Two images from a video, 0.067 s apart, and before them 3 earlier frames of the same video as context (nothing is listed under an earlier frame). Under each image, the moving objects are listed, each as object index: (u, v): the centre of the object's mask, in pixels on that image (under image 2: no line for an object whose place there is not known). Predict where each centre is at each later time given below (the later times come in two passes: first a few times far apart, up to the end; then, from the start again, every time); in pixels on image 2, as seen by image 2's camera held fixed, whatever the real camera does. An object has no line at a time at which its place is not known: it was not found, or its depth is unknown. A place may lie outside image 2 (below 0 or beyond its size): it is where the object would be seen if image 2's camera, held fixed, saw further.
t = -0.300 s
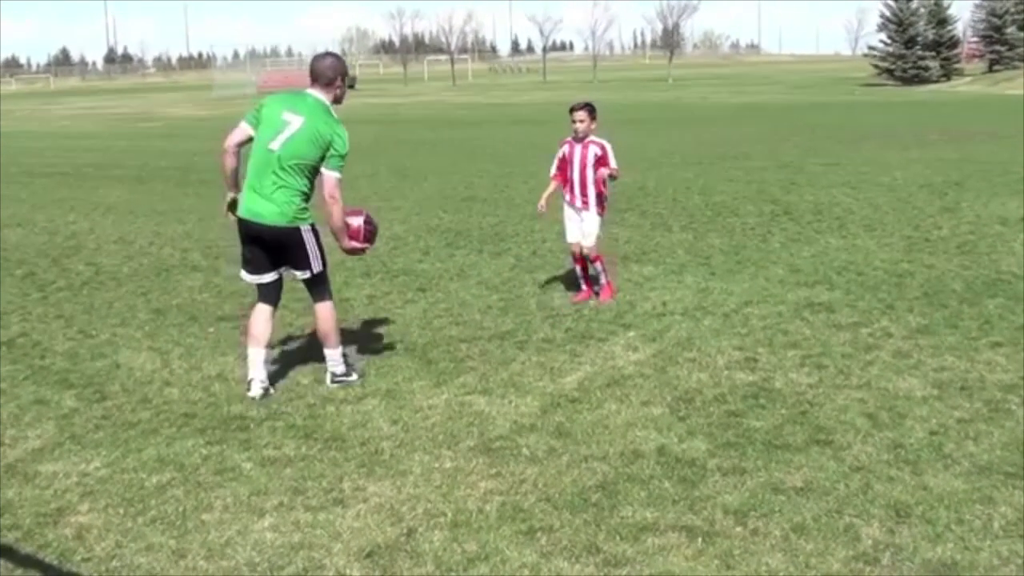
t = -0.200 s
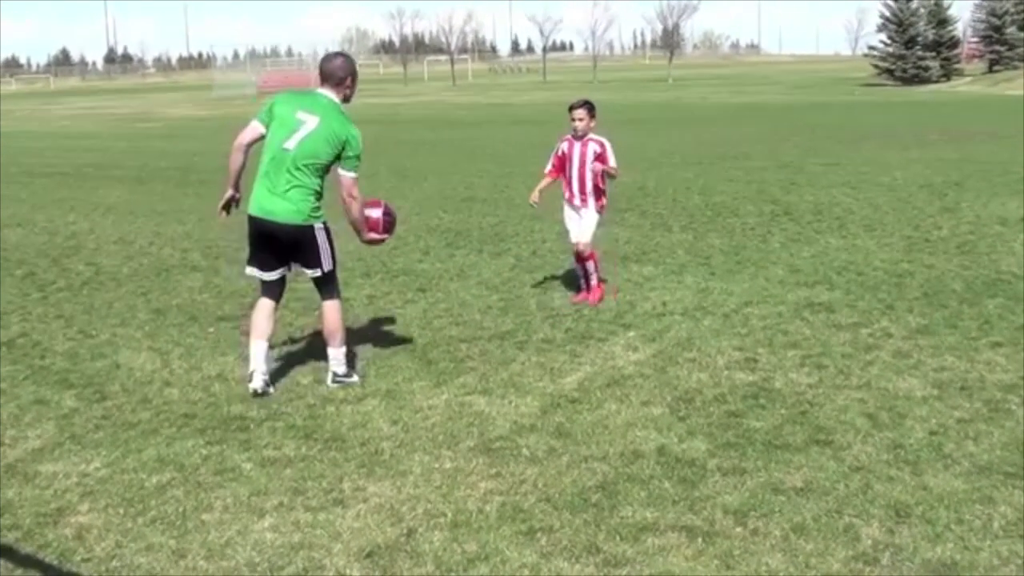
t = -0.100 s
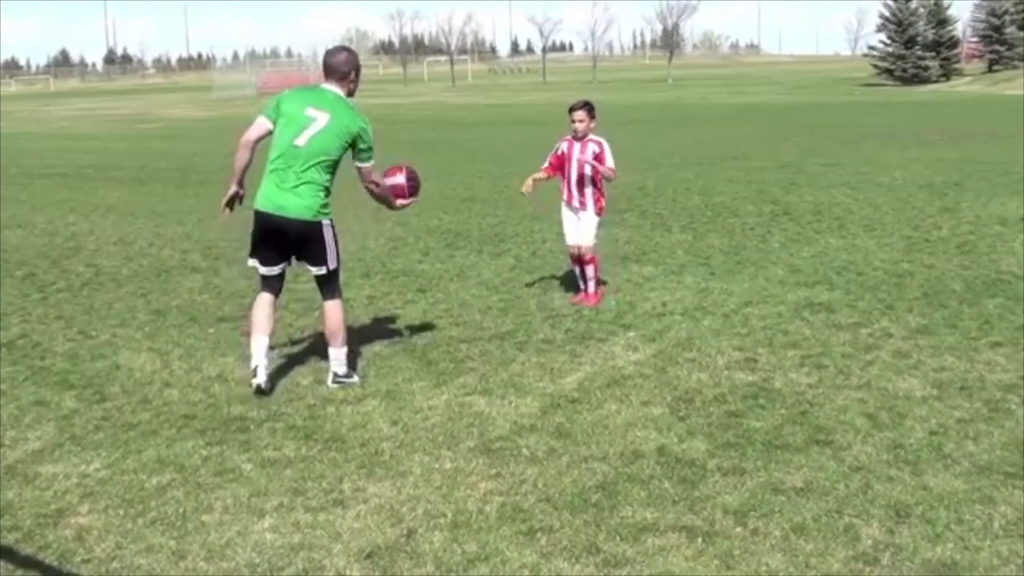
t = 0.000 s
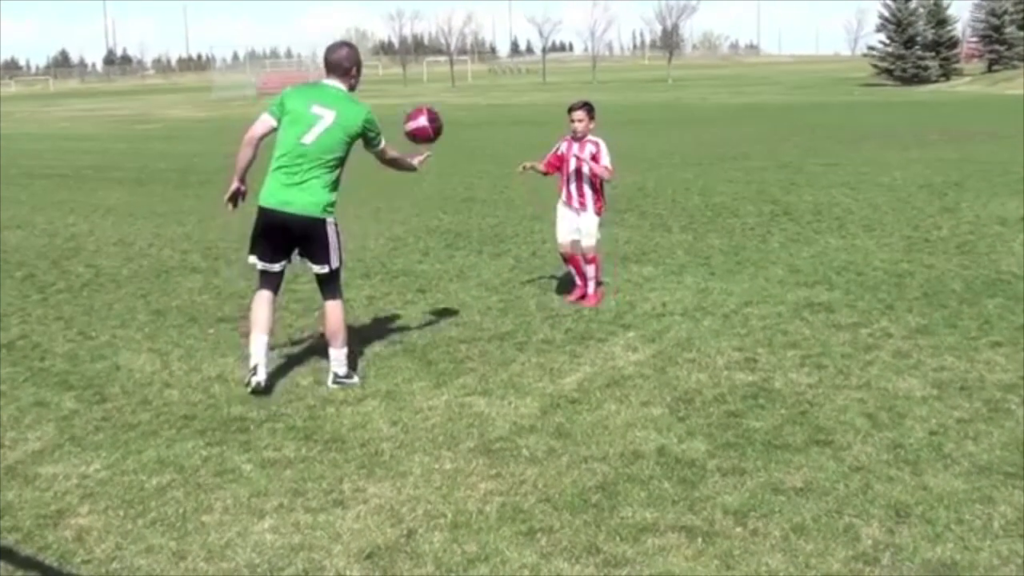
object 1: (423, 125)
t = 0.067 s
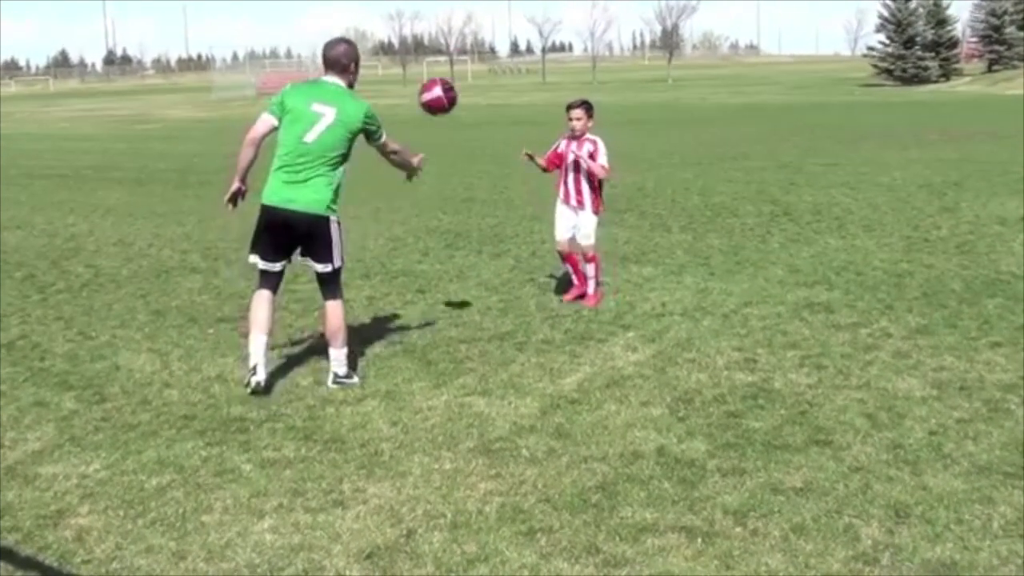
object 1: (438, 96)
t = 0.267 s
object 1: (481, 58)
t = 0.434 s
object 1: (516, 79)
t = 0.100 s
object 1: (445, 85)
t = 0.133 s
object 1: (452, 75)
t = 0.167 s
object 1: (459, 69)
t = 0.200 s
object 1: (467, 63)
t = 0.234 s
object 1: (474, 60)
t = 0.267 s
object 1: (481, 58)
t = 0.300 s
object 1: (488, 59)
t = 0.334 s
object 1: (495, 62)
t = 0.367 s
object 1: (503, 66)
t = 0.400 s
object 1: (509, 72)
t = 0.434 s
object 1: (516, 79)
